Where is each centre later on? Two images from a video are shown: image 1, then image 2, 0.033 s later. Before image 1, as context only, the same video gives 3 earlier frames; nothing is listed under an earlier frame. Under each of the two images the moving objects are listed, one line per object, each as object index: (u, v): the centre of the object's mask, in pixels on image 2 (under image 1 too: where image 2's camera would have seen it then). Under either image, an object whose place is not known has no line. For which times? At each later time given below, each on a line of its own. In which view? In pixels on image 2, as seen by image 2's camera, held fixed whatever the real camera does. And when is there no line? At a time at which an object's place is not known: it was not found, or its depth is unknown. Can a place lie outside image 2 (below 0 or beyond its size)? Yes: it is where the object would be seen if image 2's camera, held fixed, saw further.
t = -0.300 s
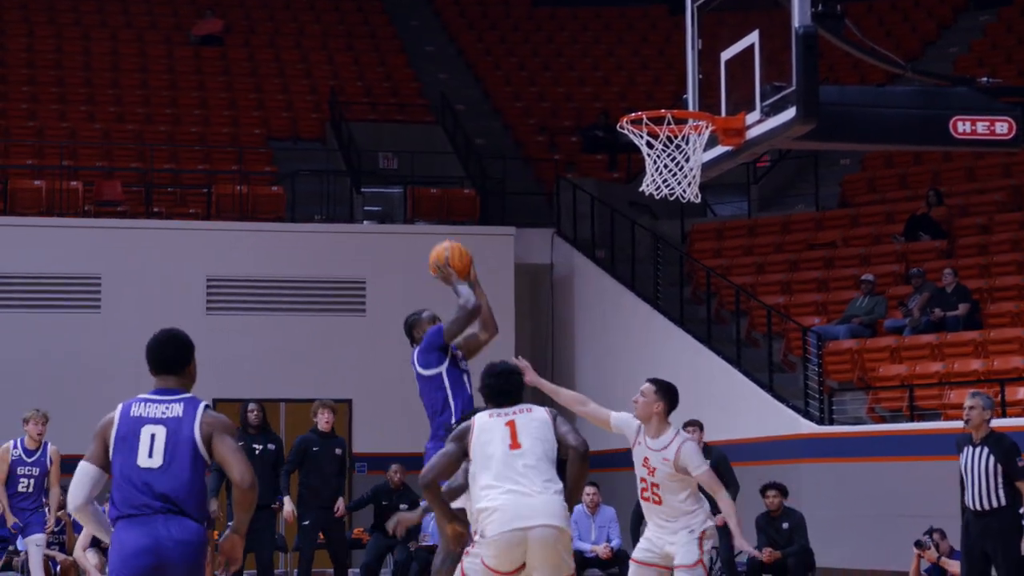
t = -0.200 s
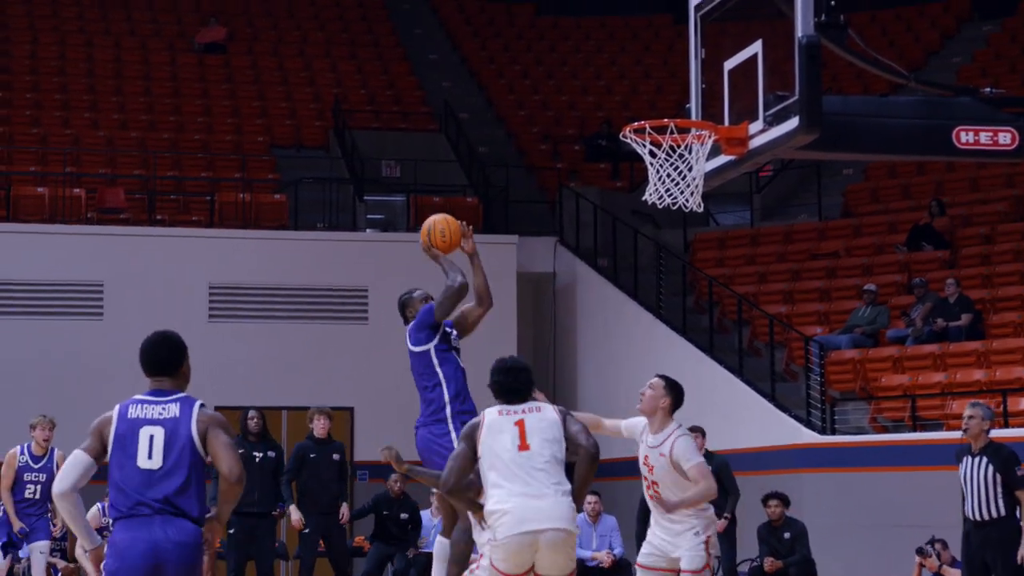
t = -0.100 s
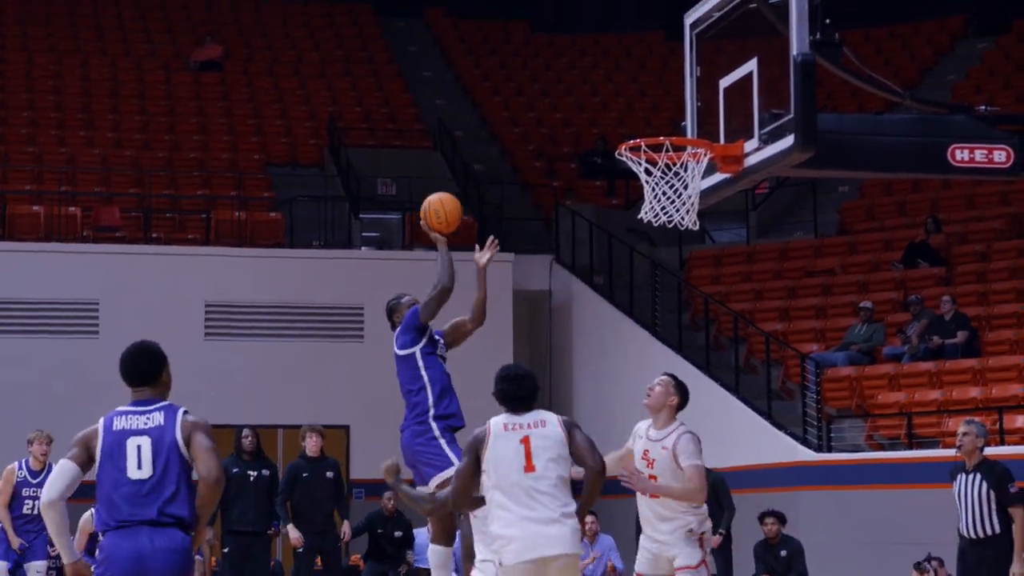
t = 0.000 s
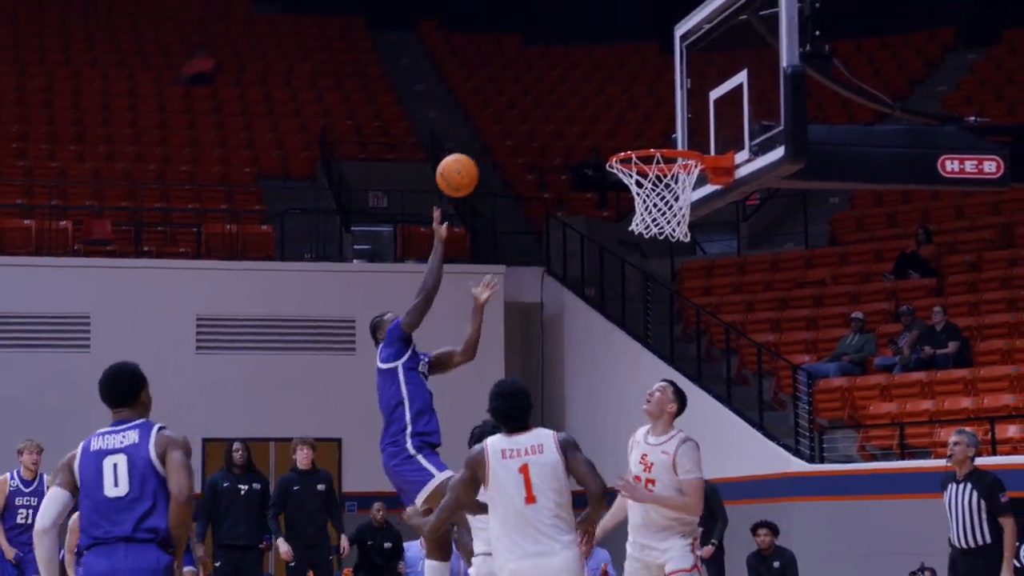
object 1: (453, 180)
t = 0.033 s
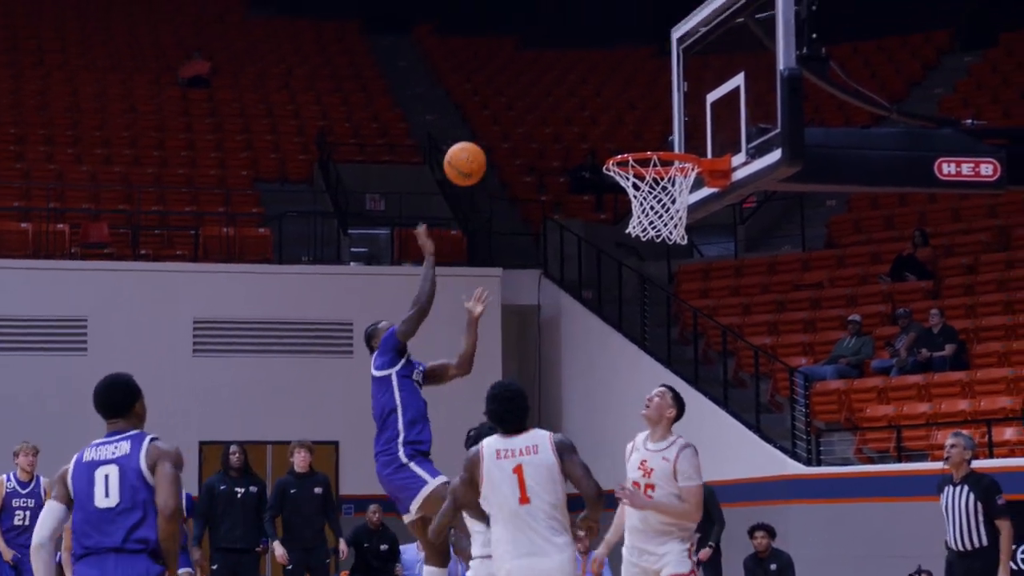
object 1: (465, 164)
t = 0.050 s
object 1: (470, 157)
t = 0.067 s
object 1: (476, 150)
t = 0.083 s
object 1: (482, 144)
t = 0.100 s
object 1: (487, 139)
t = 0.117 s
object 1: (493, 134)
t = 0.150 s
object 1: (505, 125)
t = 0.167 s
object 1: (510, 122)
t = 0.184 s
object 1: (516, 120)
